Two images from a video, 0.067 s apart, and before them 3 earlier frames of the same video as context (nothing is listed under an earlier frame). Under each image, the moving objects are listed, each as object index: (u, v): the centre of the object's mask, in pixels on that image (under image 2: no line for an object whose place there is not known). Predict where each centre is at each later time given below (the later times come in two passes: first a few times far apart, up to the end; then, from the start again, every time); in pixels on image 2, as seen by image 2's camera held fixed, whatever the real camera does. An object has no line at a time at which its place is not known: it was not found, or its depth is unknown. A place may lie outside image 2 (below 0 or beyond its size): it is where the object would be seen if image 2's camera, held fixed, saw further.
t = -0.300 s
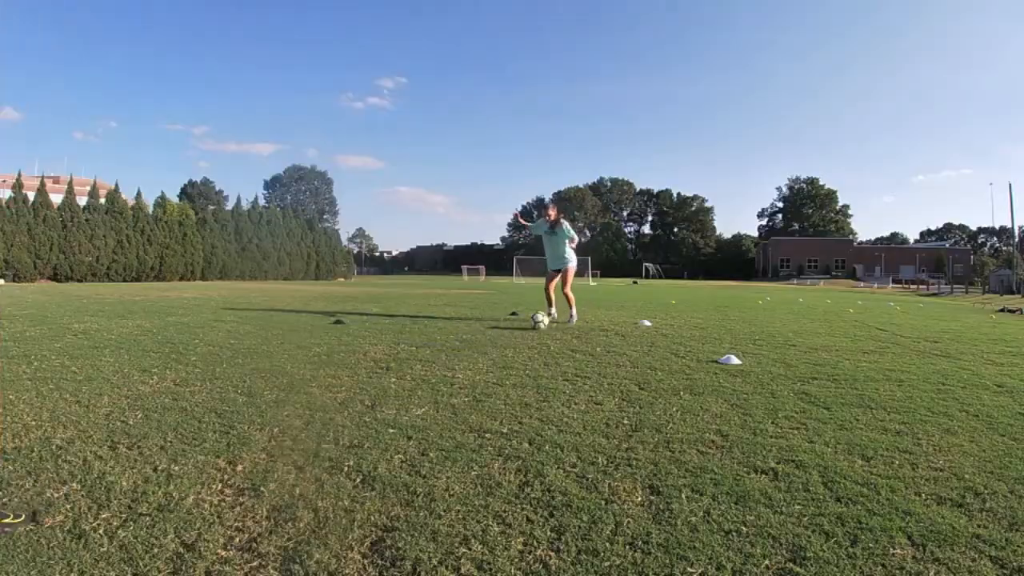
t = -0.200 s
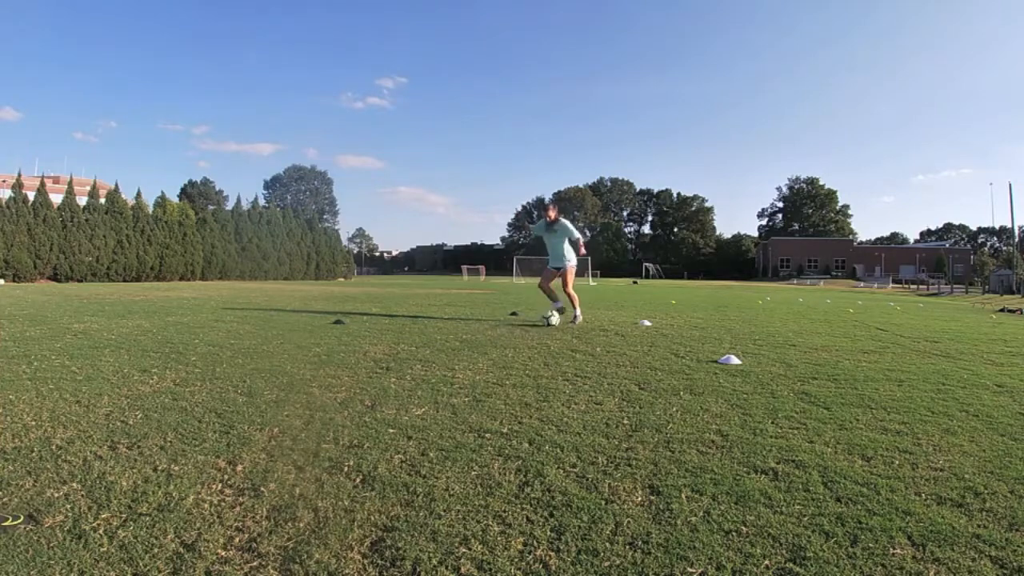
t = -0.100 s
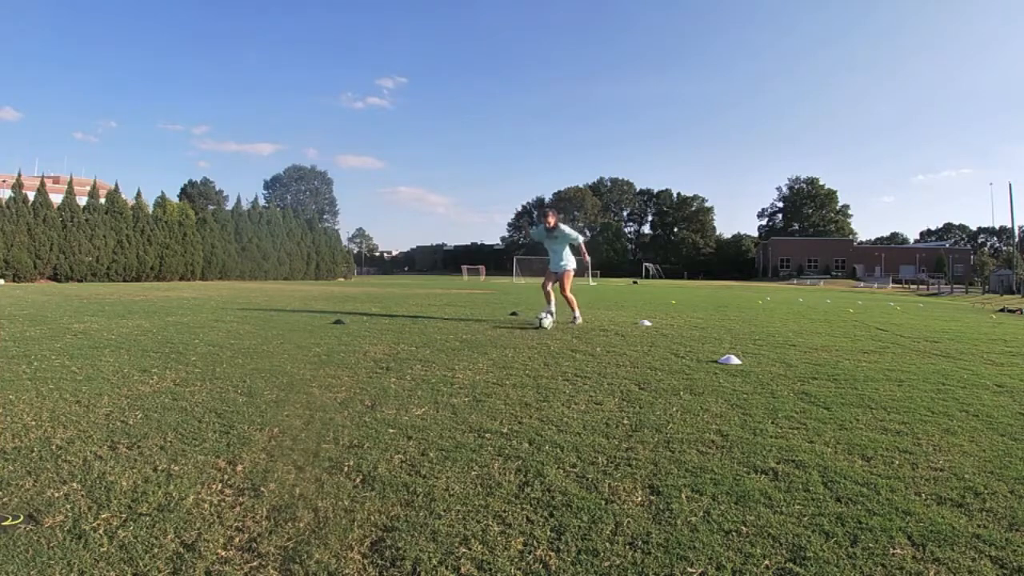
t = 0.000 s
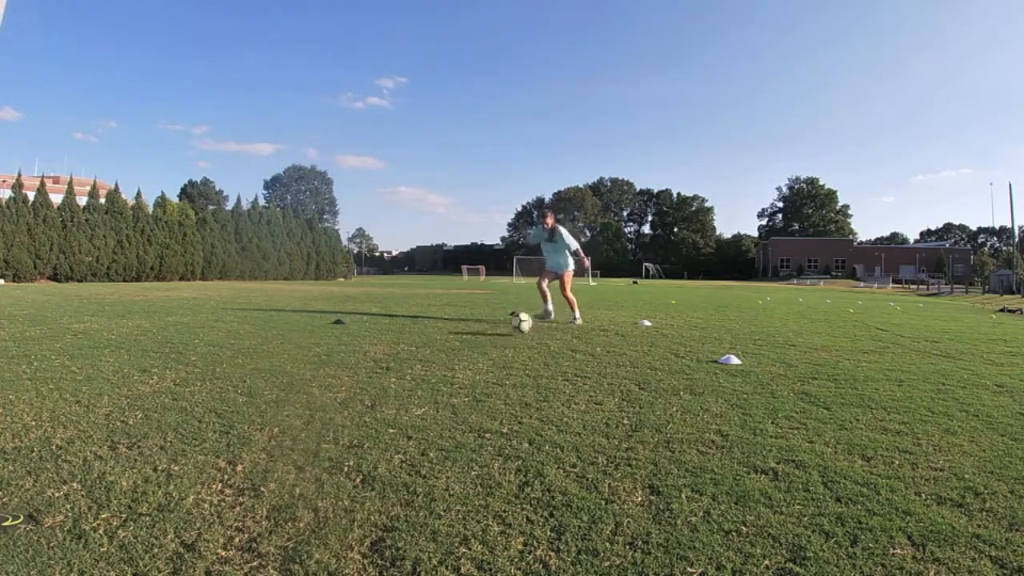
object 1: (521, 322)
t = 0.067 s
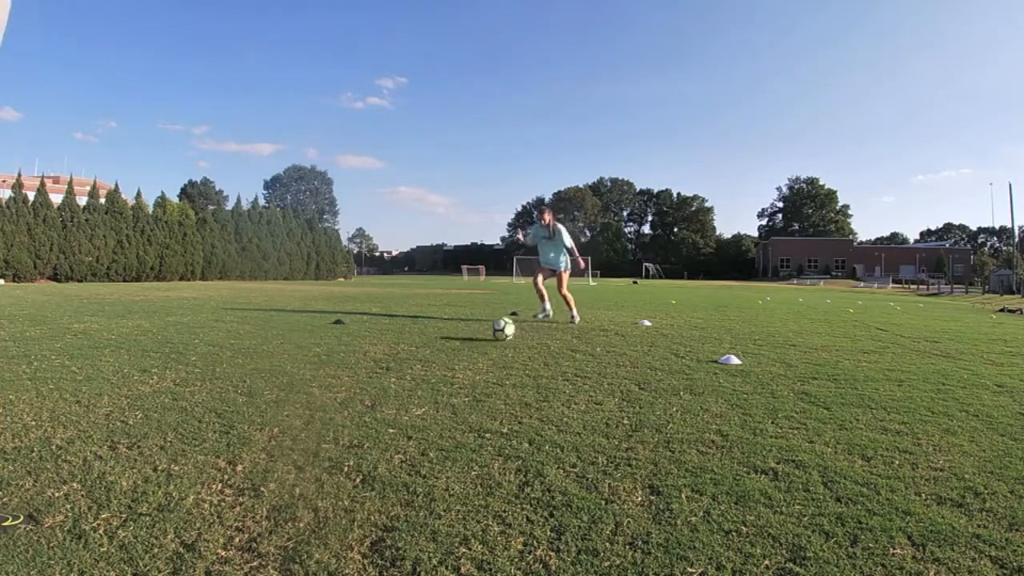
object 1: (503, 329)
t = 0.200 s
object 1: (463, 338)
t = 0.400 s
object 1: (389, 359)
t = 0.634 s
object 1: (261, 395)
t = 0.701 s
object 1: (211, 408)
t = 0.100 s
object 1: (493, 333)
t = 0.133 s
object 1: (483, 336)
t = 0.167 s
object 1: (474, 337)
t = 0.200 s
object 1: (463, 338)
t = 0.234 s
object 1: (452, 342)
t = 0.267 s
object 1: (440, 346)
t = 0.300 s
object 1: (427, 351)
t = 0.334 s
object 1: (415, 353)
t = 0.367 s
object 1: (402, 356)
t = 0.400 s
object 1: (389, 359)
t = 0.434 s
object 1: (374, 362)
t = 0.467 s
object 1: (359, 367)
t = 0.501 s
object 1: (341, 374)
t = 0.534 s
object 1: (323, 378)
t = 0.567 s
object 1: (304, 384)
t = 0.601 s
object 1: (283, 389)
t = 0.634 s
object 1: (261, 395)
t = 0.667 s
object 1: (237, 400)
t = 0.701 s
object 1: (211, 408)
